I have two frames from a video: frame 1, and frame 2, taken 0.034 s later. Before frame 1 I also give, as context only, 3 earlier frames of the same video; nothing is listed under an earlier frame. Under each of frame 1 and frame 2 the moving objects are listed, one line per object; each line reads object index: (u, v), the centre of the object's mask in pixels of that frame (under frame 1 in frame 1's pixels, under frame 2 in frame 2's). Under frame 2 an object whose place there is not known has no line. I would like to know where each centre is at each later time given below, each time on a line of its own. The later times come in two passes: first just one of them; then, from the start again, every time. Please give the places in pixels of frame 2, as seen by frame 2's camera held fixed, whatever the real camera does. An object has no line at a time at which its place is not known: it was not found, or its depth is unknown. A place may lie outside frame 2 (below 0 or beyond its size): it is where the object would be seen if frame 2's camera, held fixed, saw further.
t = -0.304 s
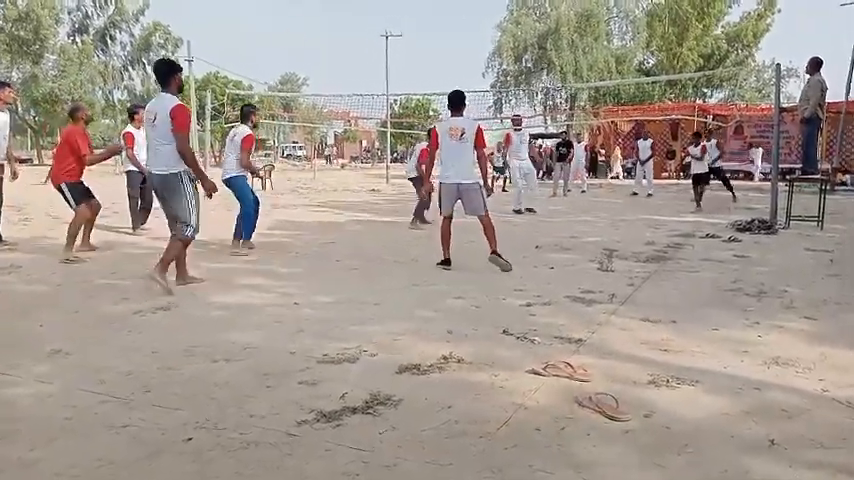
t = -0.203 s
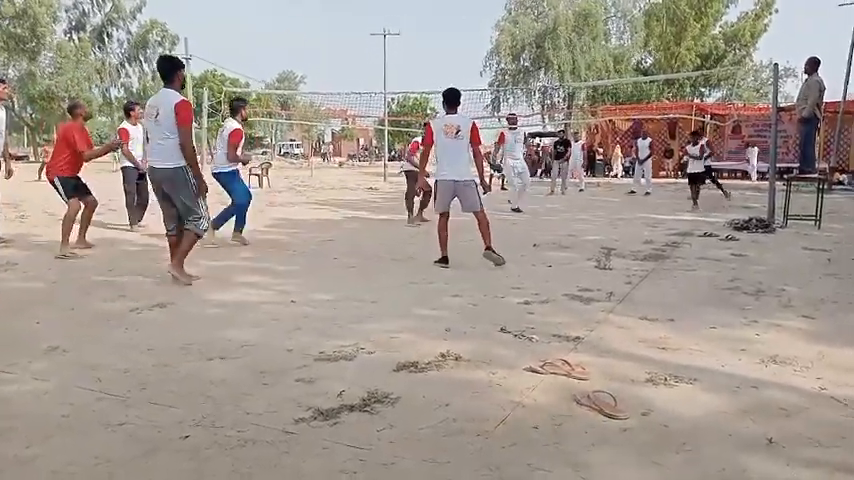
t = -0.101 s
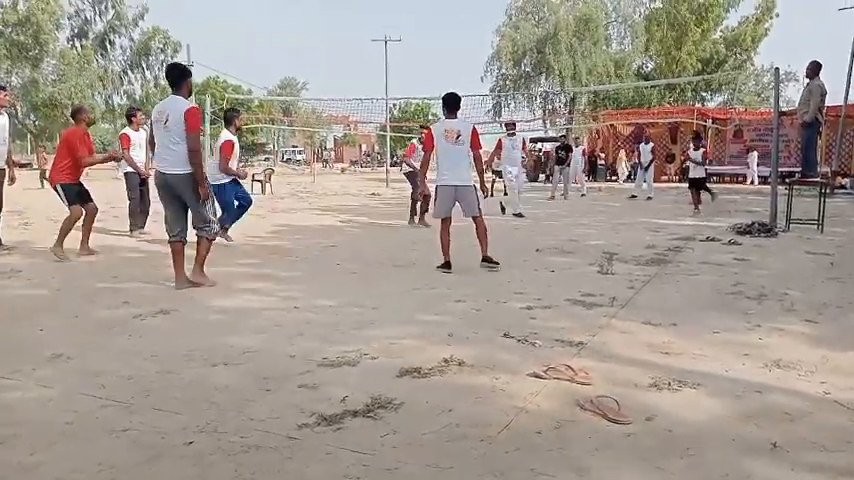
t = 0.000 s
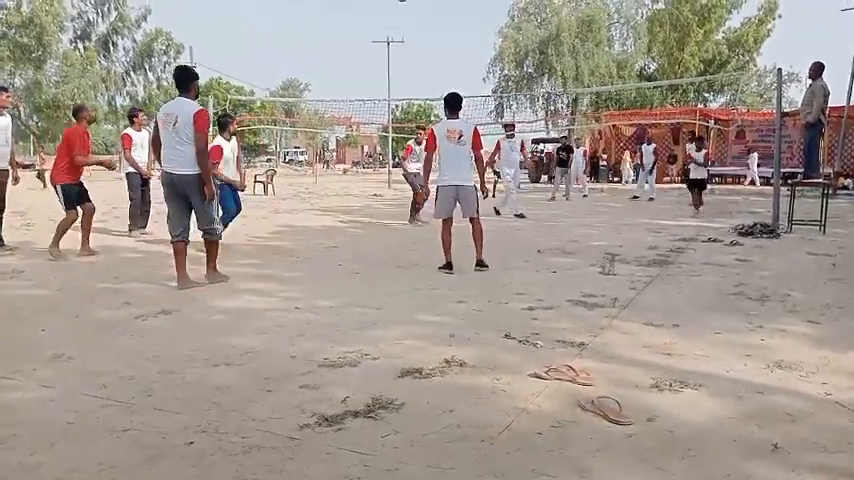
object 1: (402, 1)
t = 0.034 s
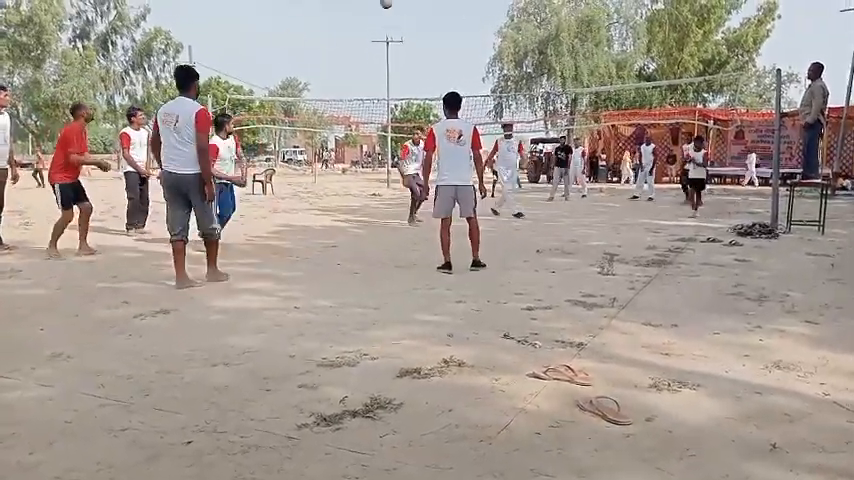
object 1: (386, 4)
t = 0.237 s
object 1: (285, 69)
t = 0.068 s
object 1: (370, 10)
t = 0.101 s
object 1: (354, 19)
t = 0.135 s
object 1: (337, 30)
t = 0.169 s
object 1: (320, 42)
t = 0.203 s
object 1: (303, 55)
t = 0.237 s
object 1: (285, 69)
